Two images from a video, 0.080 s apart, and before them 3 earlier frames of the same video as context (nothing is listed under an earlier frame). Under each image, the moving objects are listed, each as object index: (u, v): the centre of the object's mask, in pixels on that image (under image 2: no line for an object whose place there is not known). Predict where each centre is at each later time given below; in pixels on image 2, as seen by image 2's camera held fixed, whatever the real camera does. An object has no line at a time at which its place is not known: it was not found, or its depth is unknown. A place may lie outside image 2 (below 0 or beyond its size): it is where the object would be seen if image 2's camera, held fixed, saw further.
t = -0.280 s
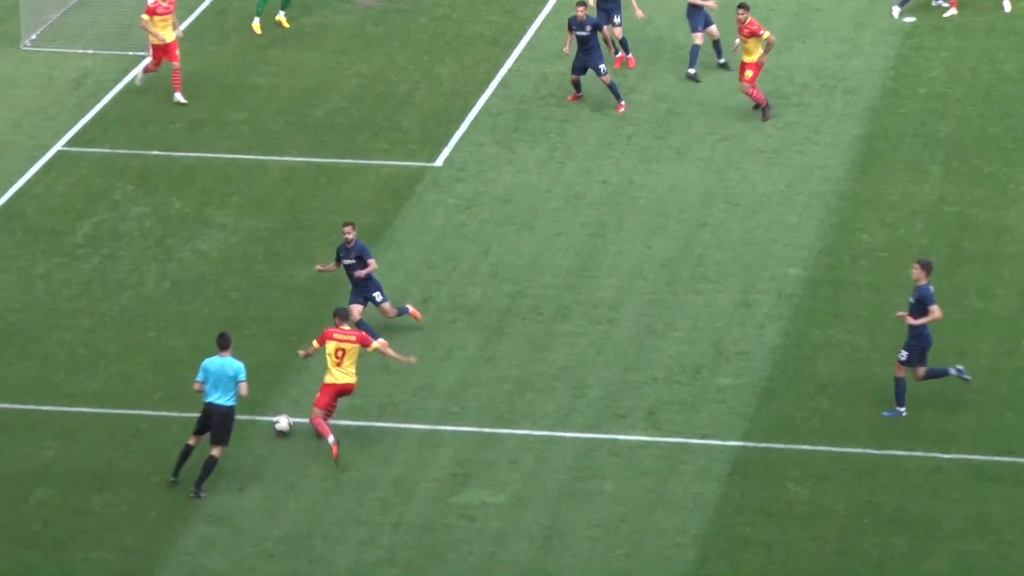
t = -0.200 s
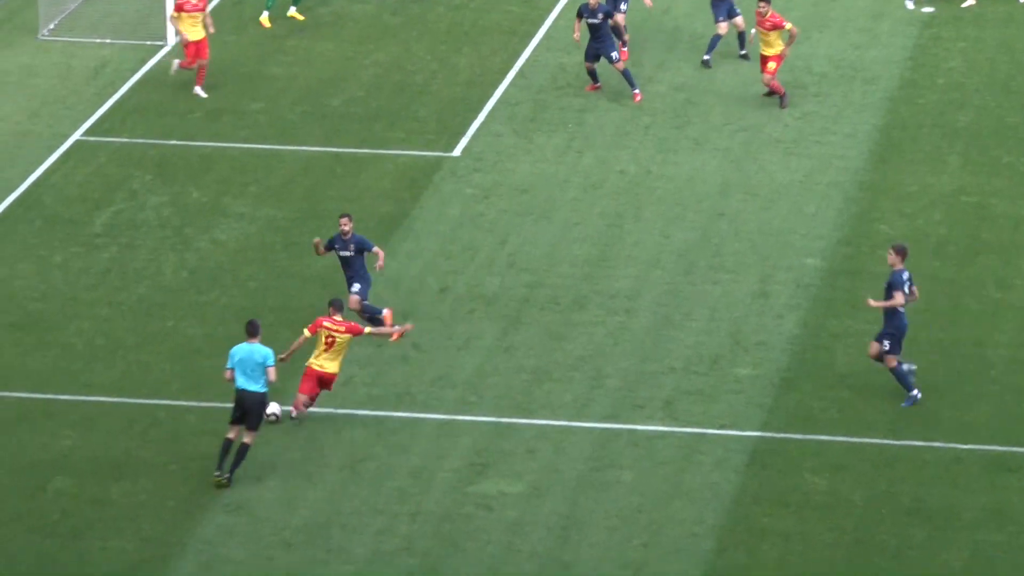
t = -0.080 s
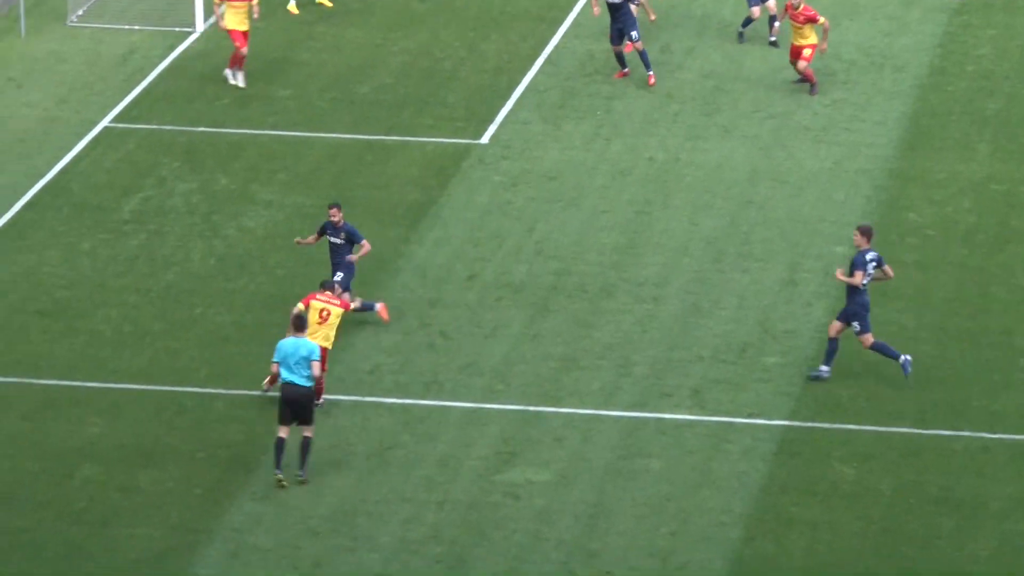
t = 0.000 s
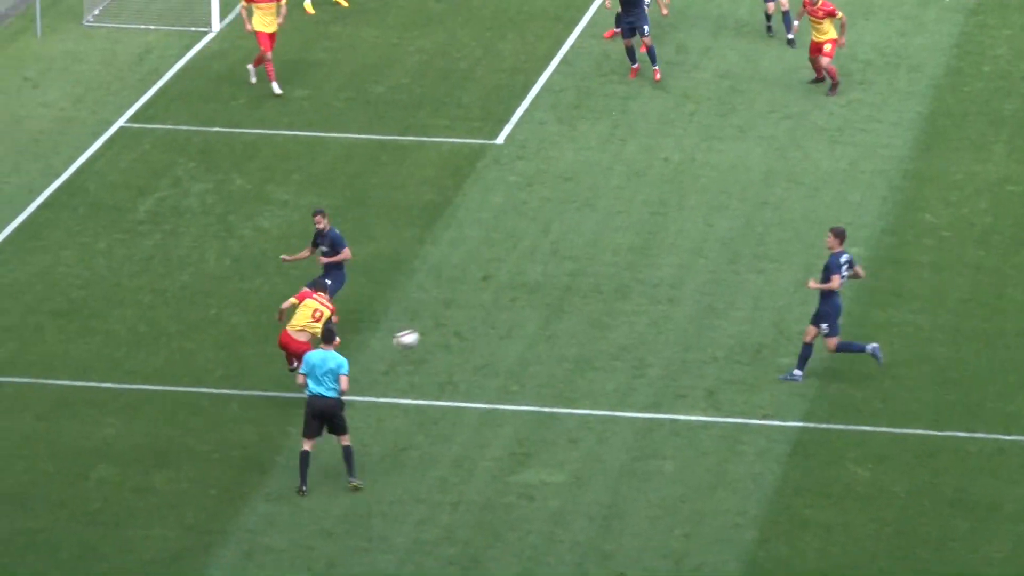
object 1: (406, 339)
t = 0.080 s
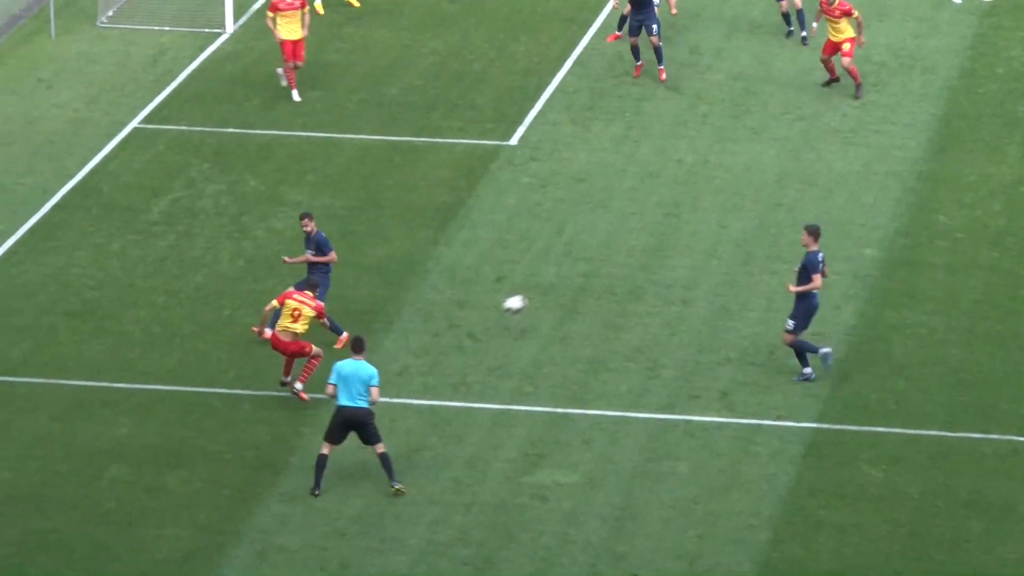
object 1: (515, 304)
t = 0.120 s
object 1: (561, 289)
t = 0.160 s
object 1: (607, 277)
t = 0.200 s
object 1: (651, 265)
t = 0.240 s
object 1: (694, 257)
